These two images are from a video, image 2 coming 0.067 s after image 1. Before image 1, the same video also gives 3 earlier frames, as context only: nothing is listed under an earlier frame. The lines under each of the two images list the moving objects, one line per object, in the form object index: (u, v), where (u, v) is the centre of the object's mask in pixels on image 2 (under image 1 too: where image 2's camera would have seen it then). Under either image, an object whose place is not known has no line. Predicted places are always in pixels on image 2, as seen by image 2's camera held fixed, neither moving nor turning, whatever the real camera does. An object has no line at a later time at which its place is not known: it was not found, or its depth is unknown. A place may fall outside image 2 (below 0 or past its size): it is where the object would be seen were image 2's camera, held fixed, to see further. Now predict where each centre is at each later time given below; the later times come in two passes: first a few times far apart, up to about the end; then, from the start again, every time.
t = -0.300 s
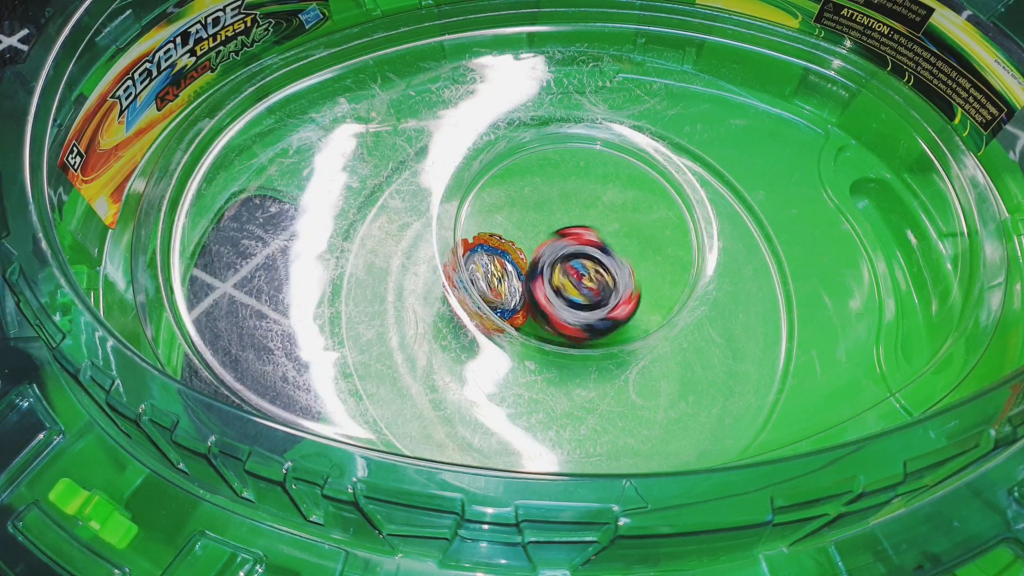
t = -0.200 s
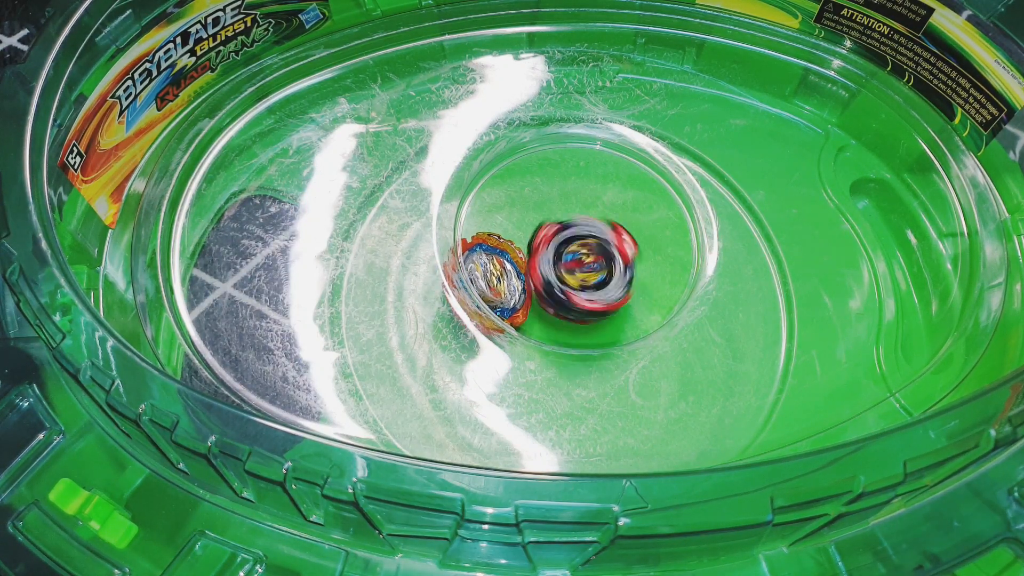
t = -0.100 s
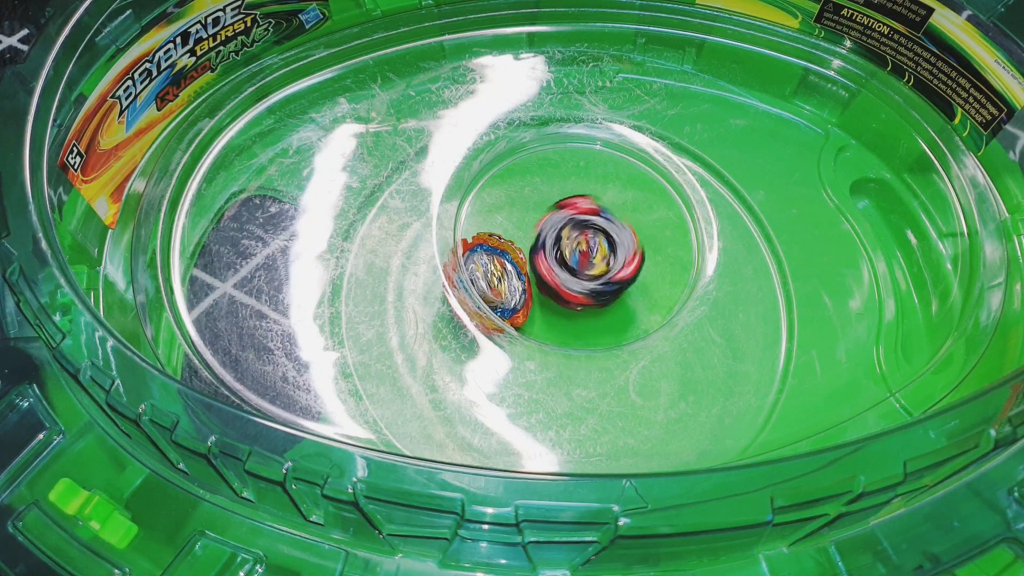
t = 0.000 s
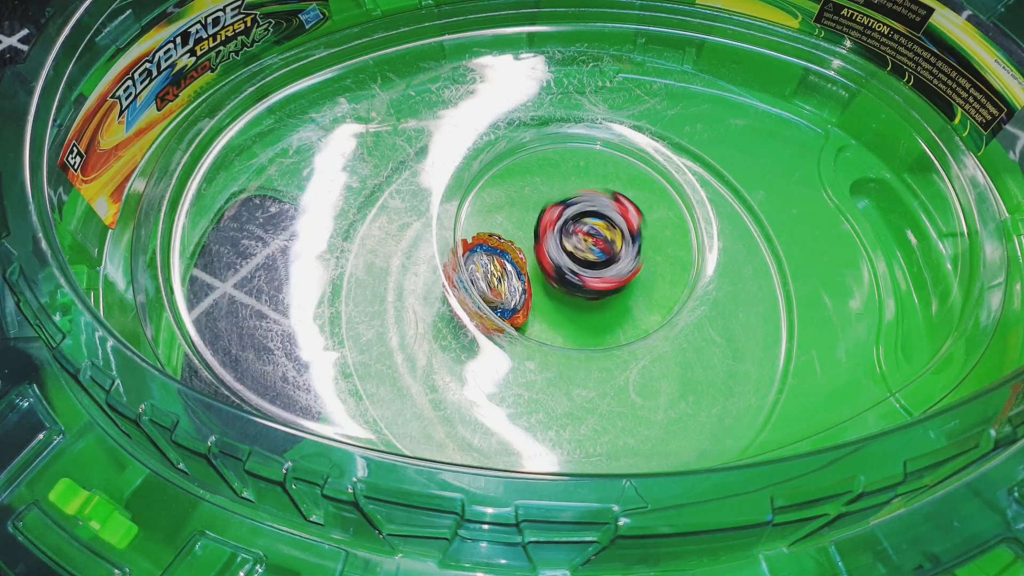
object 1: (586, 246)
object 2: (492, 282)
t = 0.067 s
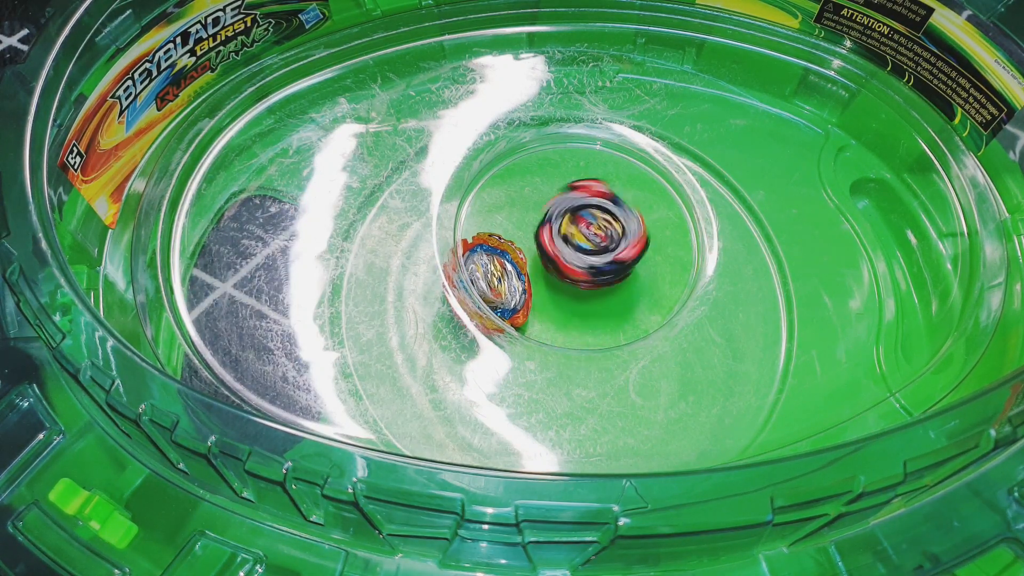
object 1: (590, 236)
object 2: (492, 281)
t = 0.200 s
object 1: (588, 237)
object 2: (492, 281)
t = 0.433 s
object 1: (587, 246)
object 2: (492, 282)
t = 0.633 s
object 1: (577, 271)
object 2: (485, 276)
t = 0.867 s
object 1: (590, 299)
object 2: (489, 275)
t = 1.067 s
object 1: (581, 315)
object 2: (493, 285)
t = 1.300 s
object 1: (574, 324)
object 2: (491, 281)
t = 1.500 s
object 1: (578, 307)
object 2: (492, 282)
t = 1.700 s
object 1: (580, 289)
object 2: (498, 278)
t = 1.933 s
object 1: (576, 267)
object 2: (498, 280)
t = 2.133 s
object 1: (576, 248)
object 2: (500, 280)
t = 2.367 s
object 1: (576, 248)
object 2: (500, 280)
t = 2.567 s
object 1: (582, 244)
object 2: (500, 281)
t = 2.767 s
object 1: (581, 255)
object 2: (500, 281)
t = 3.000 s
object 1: (584, 274)
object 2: (499, 280)
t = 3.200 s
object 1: (600, 292)
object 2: (499, 279)
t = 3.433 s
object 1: (602, 307)
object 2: (499, 279)
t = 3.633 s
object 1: (593, 317)
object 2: (499, 279)
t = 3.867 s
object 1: (596, 307)
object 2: (499, 279)
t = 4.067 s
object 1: (581, 307)
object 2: (490, 278)
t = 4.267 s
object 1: (585, 305)
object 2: (489, 277)
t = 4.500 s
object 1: (578, 305)
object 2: (486, 275)
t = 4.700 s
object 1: (579, 304)
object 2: (487, 275)
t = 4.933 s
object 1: (578, 304)
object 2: (487, 275)
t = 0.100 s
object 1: (590, 235)
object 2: (492, 281)
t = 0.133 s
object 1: (590, 237)
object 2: (492, 281)
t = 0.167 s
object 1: (586, 238)
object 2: (492, 281)
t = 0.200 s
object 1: (588, 237)
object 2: (492, 281)
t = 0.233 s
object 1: (594, 233)
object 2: (492, 281)
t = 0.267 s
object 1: (595, 236)
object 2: (492, 281)
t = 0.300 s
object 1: (588, 238)
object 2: (492, 282)
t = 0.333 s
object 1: (586, 240)
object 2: (492, 282)
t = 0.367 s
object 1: (588, 242)
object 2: (492, 282)
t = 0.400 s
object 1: (591, 243)
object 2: (491, 281)
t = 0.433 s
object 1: (587, 246)
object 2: (492, 282)
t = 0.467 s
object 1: (579, 249)
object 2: (491, 282)
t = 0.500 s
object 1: (578, 252)
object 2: (491, 282)
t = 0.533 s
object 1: (577, 258)
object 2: (491, 282)
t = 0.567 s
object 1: (575, 264)
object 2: (490, 282)
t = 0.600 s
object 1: (577, 265)
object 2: (487, 278)
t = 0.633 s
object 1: (577, 271)
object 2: (485, 276)
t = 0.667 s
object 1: (582, 280)
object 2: (484, 274)
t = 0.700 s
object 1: (589, 283)
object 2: (483, 271)
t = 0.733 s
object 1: (589, 288)
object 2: (483, 270)
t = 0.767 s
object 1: (585, 292)
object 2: (484, 271)
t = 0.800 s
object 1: (588, 295)
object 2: (485, 272)
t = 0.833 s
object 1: (593, 295)
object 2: (487, 274)
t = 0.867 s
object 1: (590, 299)
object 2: (489, 275)
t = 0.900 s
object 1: (586, 303)
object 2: (497, 275)
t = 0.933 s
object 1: (583, 306)
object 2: (491, 279)
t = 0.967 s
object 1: (584, 305)
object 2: (491, 281)
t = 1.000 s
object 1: (580, 308)
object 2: (491, 283)
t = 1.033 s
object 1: (582, 314)
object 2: (492, 284)
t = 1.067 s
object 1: (581, 315)
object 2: (493, 285)
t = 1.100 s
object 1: (574, 318)
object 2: (491, 283)
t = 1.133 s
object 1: (577, 323)
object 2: (491, 284)
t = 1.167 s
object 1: (577, 324)
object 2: (492, 285)
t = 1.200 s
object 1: (575, 324)
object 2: (492, 284)
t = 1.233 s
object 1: (577, 326)
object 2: (492, 282)
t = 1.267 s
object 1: (575, 322)
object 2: (492, 282)
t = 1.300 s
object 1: (574, 324)
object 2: (491, 281)
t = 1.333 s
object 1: (575, 324)
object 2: (492, 282)
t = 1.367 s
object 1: (576, 319)
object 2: (491, 282)
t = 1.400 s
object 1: (576, 320)
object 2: (491, 282)
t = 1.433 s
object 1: (576, 316)
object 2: (492, 282)
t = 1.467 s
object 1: (575, 307)
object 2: (491, 282)
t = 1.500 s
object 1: (578, 307)
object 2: (492, 282)
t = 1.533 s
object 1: (573, 302)
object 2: (490, 281)
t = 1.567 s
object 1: (576, 302)
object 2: (490, 281)
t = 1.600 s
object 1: (577, 298)
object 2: (496, 276)
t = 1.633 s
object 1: (579, 298)
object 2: (496, 277)
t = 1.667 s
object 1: (583, 296)
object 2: (497, 278)
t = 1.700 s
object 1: (580, 289)
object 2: (498, 278)
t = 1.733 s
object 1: (584, 287)
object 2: (498, 279)
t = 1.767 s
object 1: (580, 279)
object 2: (498, 280)
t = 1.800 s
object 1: (581, 278)
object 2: (498, 279)
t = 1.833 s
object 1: (578, 275)
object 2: (498, 279)
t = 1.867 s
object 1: (576, 272)
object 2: (497, 279)
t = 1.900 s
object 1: (576, 271)
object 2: (497, 279)
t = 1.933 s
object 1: (576, 267)
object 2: (498, 280)
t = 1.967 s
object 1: (578, 264)
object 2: (498, 280)
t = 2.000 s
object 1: (579, 260)
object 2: (499, 280)
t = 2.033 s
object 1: (581, 257)
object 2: (500, 280)
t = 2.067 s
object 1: (579, 253)
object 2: (500, 280)
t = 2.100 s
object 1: (580, 252)
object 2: (500, 280)
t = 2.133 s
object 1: (576, 248)
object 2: (500, 280)
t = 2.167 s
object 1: (575, 249)
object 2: (499, 280)
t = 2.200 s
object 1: (572, 245)
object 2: (499, 280)
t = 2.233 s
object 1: (570, 247)
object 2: (499, 280)
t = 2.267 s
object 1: (568, 246)
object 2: (499, 280)
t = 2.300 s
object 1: (570, 249)
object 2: (499, 280)
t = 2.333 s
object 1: (571, 247)
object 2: (499, 280)
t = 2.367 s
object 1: (576, 248)
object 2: (500, 280)
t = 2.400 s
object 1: (578, 247)
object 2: (500, 281)
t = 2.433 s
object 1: (580, 245)
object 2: (500, 281)
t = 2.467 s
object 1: (583, 247)
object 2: (500, 281)
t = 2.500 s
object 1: (581, 244)
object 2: (500, 281)
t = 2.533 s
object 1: (586, 247)
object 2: (500, 281)
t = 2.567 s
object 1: (582, 244)
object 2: (500, 281)
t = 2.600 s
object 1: (588, 244)
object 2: (500, 281)
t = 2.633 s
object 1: (583, 247)
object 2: (500, 281)
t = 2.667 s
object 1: (586, 247)
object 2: (500, 281)
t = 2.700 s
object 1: (581, 251)
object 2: (500, 281)
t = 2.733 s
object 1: (581, 250)
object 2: (500, 281)
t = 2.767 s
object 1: (581, 255)
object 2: (500, 281)
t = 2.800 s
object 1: (578, 256)
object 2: (500, 281)
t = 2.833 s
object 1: (580, 262)
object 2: (499, 281)
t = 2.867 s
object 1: (573, 263)
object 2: (498, 281)
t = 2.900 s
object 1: (577, 263)
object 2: (497, 280)
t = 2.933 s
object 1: (576, 267)
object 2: (497, 280)
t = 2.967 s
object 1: (578, 267)
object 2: (499, 280)
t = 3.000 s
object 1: (584, 274)
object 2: (499, 280)
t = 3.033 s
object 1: (581, 275)
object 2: (499, 280)
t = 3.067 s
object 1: (582, 276)
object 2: (499, 280)
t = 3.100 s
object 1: (588, 284)
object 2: (498, 280)
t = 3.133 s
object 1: (588, 286)
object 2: (493, 282)
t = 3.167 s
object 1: (591, 289)
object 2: (499, 279)
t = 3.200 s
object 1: (600, 292)
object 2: (499, 279)
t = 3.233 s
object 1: (599, 297)
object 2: (499, 279)
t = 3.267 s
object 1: (601, 295)
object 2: (499, 279)
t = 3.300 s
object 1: (609, 296)
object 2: (499, 279)
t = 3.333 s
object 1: (603, 301)
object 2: (499, 279)
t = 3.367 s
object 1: (598, 301)
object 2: (499, 279)
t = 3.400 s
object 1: (603, 302)
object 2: (499, 279)
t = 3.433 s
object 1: (602, 307)
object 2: (499, 279)
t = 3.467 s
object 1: (600, 306)
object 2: (499, 279)
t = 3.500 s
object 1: (600, 306)
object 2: (499, 279)
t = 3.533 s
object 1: (601, 309)
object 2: (499, 279)
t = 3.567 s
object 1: (606, 317)
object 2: (499, 279)
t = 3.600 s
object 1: (597, 321)
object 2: (499, 279)
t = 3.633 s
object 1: (593, 317)
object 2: (499, 279)
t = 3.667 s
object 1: (589, 313)
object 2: (499, 279)
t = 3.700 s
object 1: (593, 309)
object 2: (499, 279)
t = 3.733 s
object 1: (591, 309)
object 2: (498, 279)
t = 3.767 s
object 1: (589, 307)
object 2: (499, 279)
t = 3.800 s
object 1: (591, 305)
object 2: (499, 279)
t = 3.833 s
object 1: (594, 307)
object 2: (499, 279)
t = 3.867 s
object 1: (596, 307)
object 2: (499, 279)
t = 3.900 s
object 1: (593, 307)
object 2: (499, 279)
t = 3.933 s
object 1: (589, 310)
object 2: (499, 279)
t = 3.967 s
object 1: (582, 309)
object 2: (498, 278)
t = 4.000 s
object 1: (583, 308)
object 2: (497, 277)
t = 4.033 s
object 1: (583, 306)
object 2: (491, 279)
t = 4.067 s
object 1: (581, 307)
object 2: (490, 278)
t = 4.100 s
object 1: (579, 305)
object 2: (490, 278)
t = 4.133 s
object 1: (578, 302)
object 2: (491, 279)
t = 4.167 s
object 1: (584, 300)
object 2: (491, 280)
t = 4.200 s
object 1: (584, 300)
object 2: (492, 280)
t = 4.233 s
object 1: (585, 300)
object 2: (490, 278)
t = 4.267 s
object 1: (585, 305)
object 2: (489, 277)
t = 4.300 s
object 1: (585, 305)
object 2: (488, 276)
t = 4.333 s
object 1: (583, 305)
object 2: (487, 276)
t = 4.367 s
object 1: (582, 304)
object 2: (487, 276)
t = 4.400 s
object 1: (581, 304)
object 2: (487, 275)
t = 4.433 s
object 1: (580, 304)
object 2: (487, 275)
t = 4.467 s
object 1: (579, 304)
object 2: (486, 275)
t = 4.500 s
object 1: (578, 305)
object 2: (486, 275)
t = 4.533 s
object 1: (579, 304)
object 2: (487, 275)
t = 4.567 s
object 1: (579, 304)
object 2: (487, 275)
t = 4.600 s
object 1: (579, 303)
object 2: (487, 275)
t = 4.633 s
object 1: (579, 304)
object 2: (487, 275)
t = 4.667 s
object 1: (579, 304)
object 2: (487, 275)
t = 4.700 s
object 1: (579, 304)
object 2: (487, 275)
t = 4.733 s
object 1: (578, 304)
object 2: (486, 275)
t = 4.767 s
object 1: (578, 304)
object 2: (486, 275)
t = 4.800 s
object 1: (579, 304)
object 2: (487, 275)
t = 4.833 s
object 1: (579, 304)
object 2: (487, 275)
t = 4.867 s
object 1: (579, 304)
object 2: (487, 275)
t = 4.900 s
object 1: (579, 304)
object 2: (487, 275)
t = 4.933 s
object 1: (578, 304)
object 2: (487, 275)
